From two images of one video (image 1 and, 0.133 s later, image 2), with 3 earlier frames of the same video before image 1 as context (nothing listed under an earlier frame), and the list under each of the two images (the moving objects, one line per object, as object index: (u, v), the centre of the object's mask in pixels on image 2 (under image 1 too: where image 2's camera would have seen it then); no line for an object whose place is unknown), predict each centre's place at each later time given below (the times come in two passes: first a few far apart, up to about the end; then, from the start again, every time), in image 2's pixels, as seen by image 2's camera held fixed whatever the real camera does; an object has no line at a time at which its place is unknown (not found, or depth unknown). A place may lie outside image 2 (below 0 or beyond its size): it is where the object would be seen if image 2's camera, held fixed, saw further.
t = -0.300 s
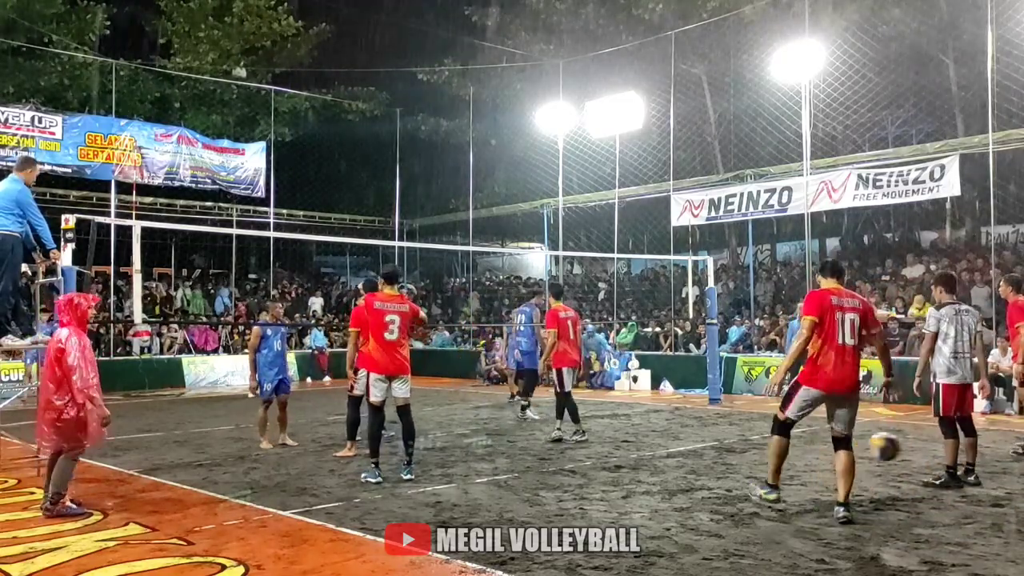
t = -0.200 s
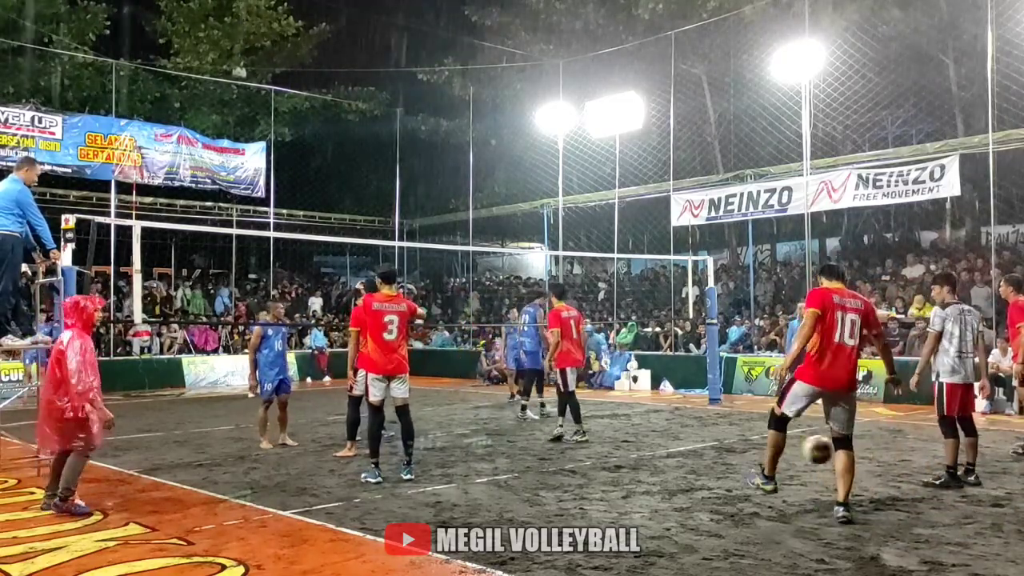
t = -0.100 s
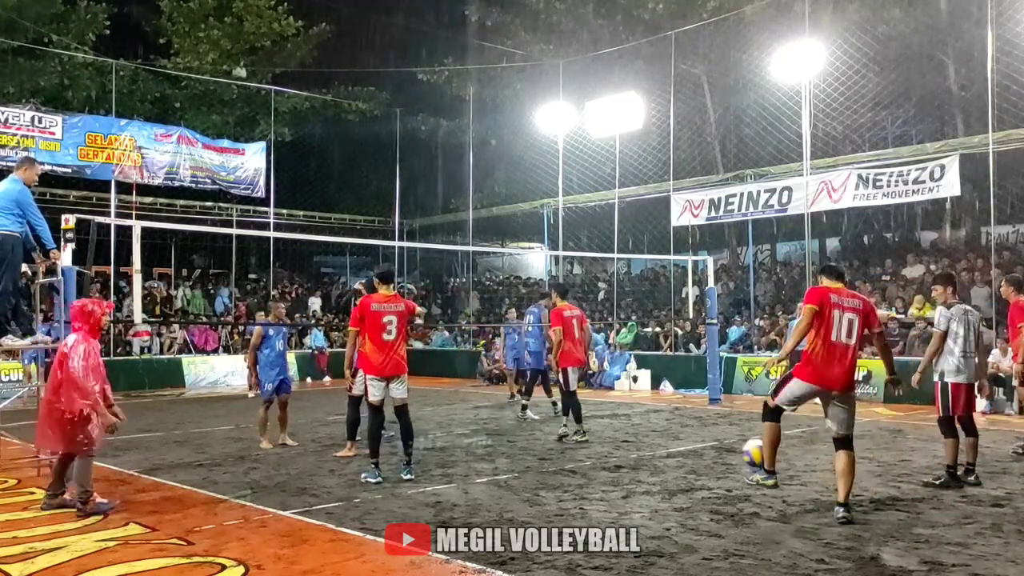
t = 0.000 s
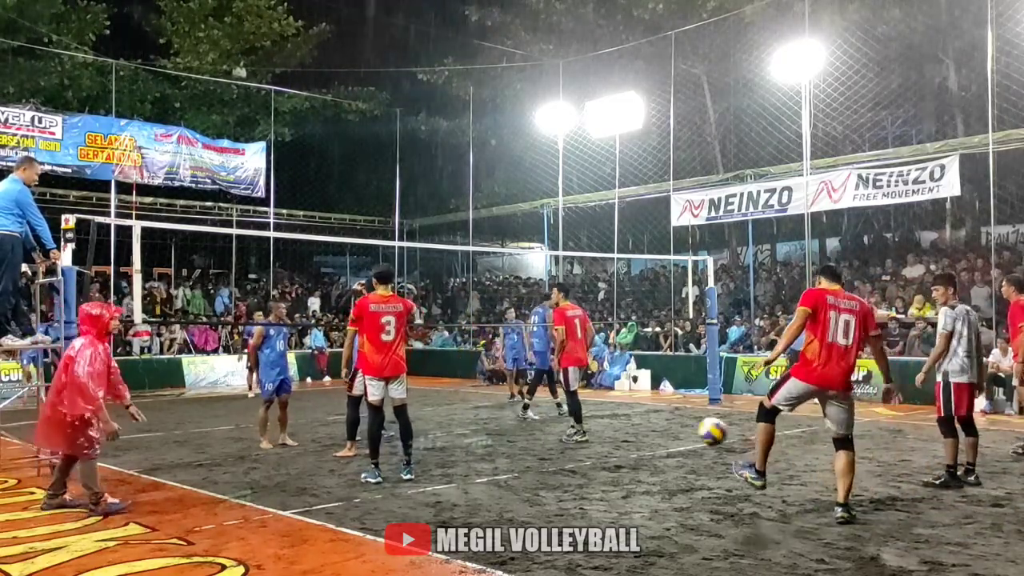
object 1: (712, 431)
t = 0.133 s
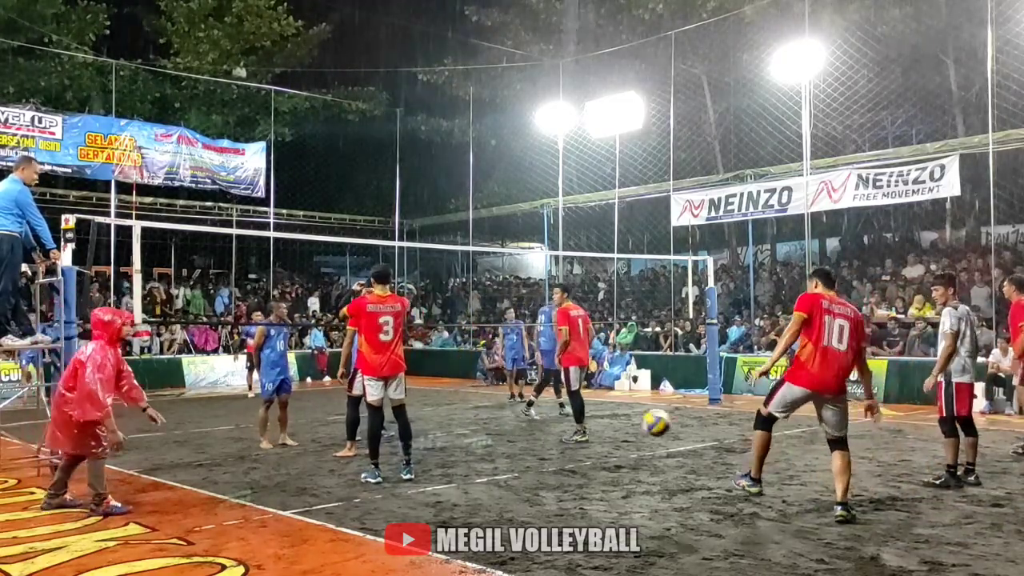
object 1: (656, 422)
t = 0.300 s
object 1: (589, 442)
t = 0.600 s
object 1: (486, 439)
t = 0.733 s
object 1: (446, 427)
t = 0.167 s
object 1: (642, 423)
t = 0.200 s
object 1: (629, 427)
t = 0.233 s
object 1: (616, 430)
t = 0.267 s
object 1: (602, 435)
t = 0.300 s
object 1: (589, 442)
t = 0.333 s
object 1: (576, 450)
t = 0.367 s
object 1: (564, 460)
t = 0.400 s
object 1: (551, 470)
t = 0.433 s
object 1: (539, 482)
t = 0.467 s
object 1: (529, 471)
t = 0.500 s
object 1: (518, 461)
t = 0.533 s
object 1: (506, 452)
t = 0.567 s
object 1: (496, 445)
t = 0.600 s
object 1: (486, 439)
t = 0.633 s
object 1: (476, 433)
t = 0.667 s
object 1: (466, 430)
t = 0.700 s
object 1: (455, 428)
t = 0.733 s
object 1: (446, 427)
